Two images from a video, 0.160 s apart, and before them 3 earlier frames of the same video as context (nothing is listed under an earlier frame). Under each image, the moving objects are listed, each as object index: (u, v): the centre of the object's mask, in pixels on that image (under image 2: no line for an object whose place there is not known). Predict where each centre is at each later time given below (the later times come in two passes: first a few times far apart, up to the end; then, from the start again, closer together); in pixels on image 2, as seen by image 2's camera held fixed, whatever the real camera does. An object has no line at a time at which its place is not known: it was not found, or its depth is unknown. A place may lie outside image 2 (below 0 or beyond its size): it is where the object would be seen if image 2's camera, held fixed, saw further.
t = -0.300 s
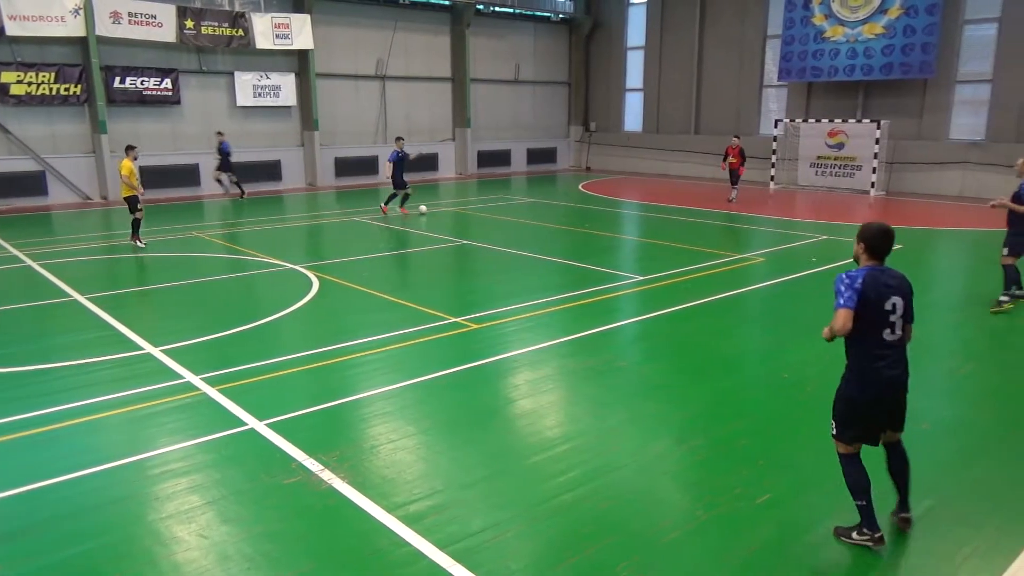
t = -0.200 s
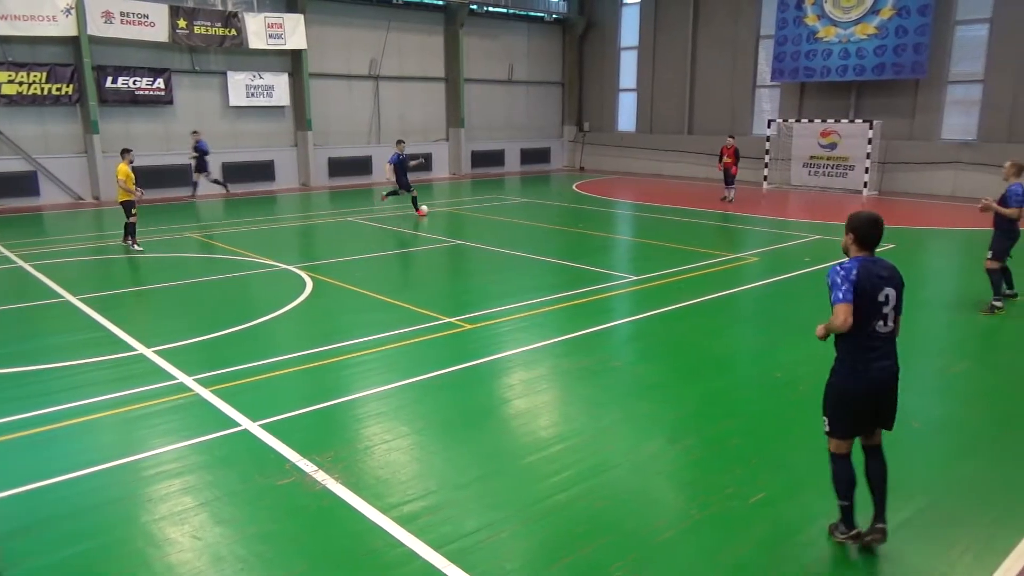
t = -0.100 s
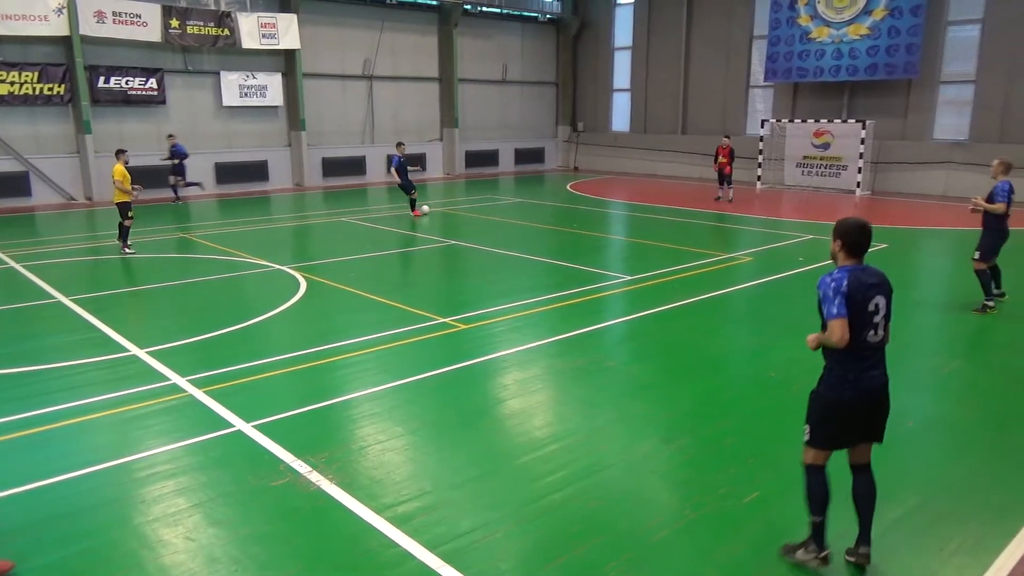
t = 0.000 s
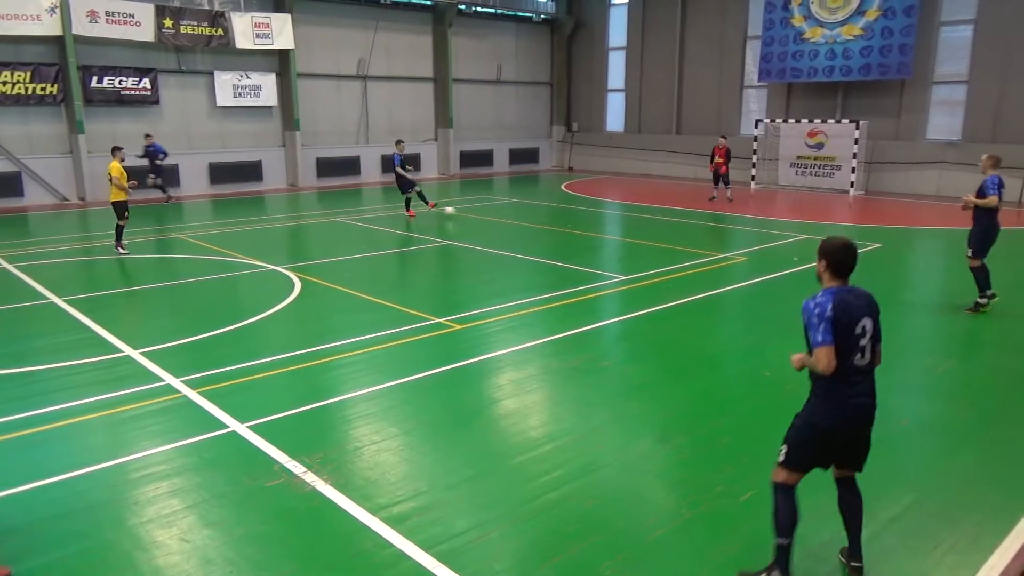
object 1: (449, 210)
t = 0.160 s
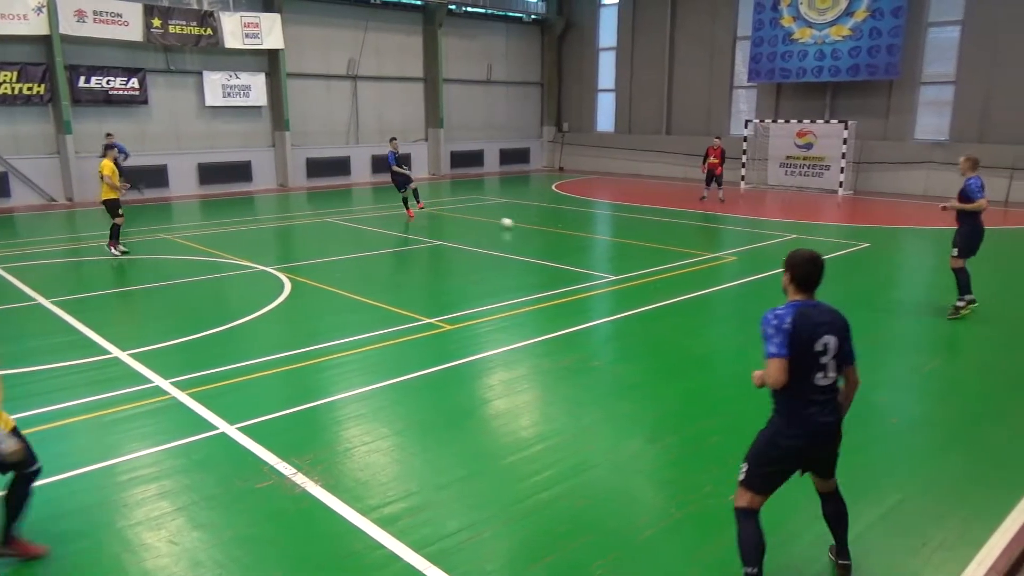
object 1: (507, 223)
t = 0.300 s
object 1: (567, 230)
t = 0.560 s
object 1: (691, 251)
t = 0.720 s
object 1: (773, 256)
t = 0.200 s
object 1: (524, 225)
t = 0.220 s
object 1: (532, 226)
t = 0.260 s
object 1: (549, 227)
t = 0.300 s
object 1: (567, 230)
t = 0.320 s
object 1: (576, 232)
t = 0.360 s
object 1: (595, 236)
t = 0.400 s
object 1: (613, 238)
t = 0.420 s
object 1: (622, 239)
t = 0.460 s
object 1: (641, 241)
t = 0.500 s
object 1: (660, 244)
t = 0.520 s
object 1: (670, 246)
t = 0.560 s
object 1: (691, 251)
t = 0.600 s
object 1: (710, 252)
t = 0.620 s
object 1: (720, 252)
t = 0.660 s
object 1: (741, 252)
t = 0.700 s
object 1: (762, 255)
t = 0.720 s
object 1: (773, 256)
